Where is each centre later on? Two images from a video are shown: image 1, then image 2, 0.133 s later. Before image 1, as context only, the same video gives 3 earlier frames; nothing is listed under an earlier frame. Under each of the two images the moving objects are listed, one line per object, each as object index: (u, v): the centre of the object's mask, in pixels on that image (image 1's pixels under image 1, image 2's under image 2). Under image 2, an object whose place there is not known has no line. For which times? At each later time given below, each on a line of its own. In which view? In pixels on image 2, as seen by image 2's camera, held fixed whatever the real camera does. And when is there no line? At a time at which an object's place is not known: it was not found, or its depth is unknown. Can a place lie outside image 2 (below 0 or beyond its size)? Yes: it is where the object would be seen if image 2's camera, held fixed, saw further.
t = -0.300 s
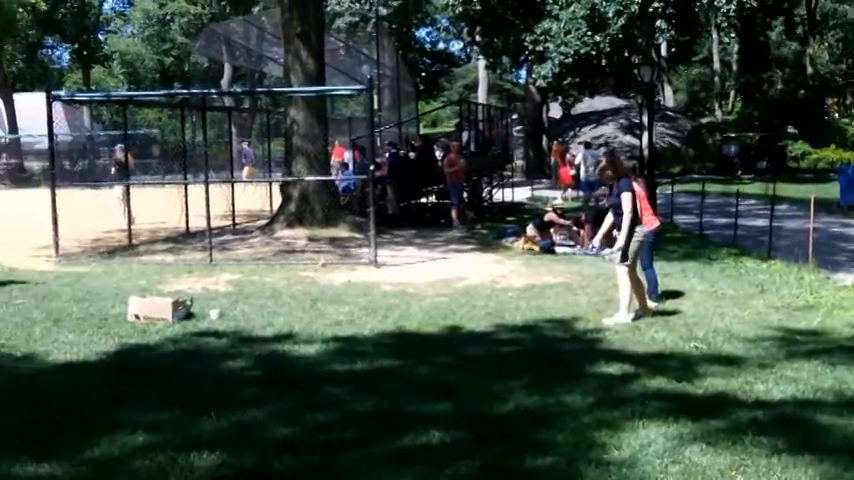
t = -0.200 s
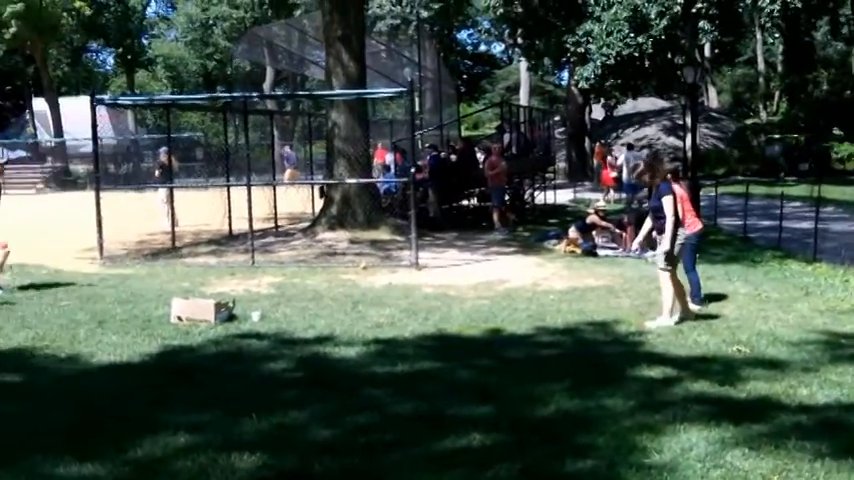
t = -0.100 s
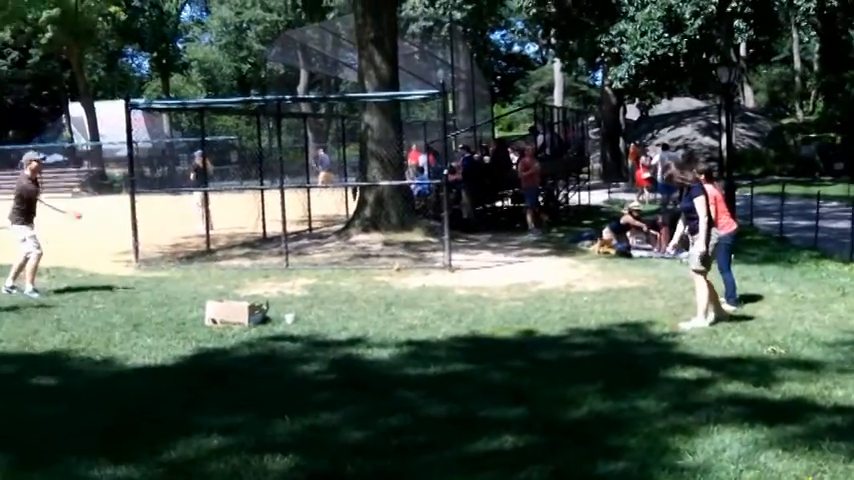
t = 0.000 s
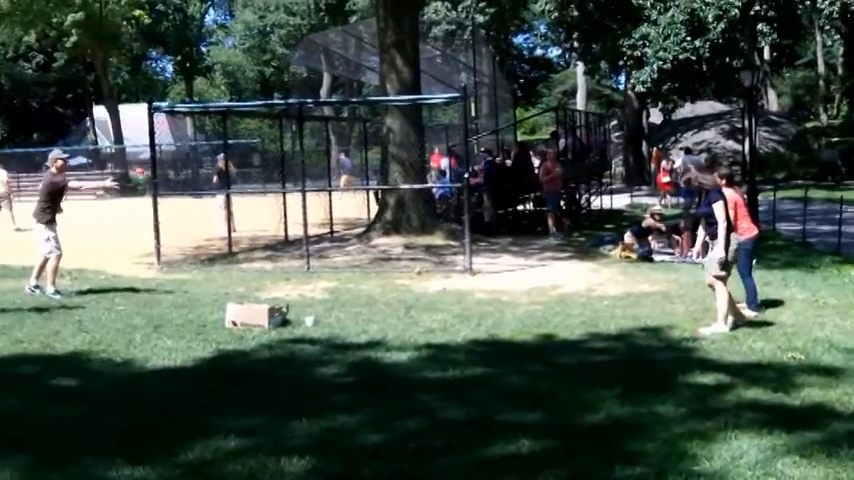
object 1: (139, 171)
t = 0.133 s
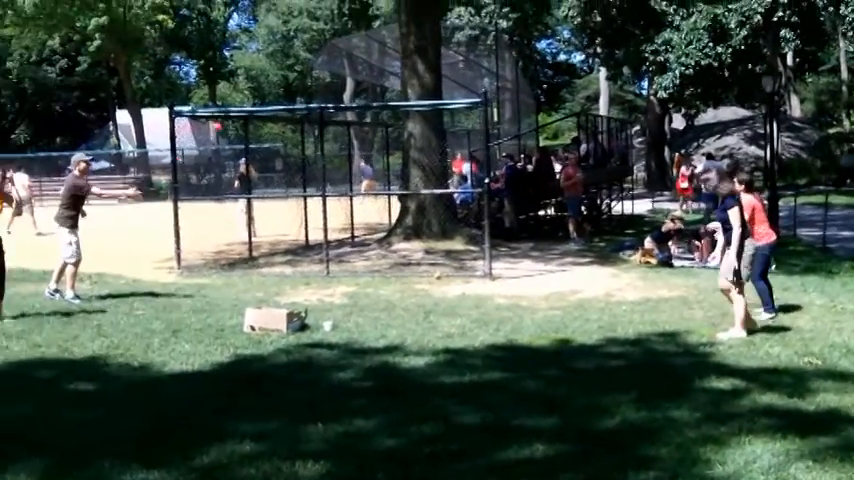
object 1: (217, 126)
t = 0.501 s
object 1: (381, 63)
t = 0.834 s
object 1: (541, 115)
